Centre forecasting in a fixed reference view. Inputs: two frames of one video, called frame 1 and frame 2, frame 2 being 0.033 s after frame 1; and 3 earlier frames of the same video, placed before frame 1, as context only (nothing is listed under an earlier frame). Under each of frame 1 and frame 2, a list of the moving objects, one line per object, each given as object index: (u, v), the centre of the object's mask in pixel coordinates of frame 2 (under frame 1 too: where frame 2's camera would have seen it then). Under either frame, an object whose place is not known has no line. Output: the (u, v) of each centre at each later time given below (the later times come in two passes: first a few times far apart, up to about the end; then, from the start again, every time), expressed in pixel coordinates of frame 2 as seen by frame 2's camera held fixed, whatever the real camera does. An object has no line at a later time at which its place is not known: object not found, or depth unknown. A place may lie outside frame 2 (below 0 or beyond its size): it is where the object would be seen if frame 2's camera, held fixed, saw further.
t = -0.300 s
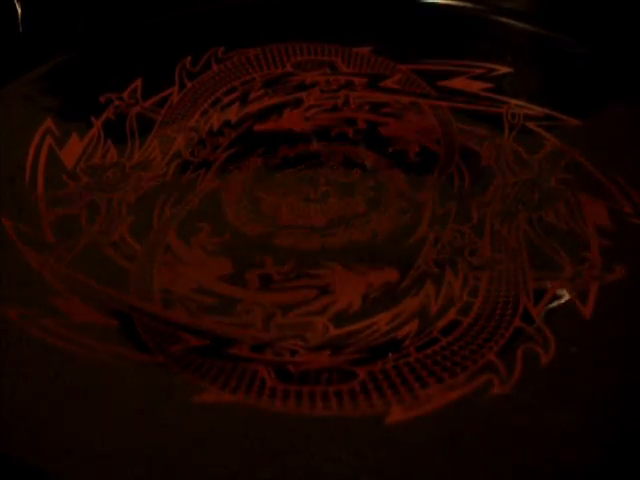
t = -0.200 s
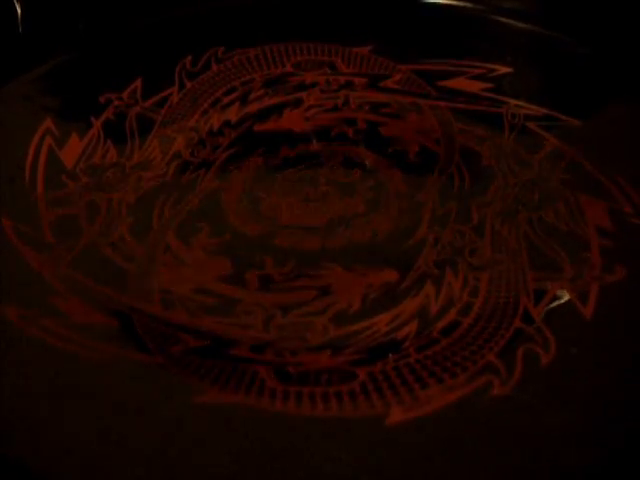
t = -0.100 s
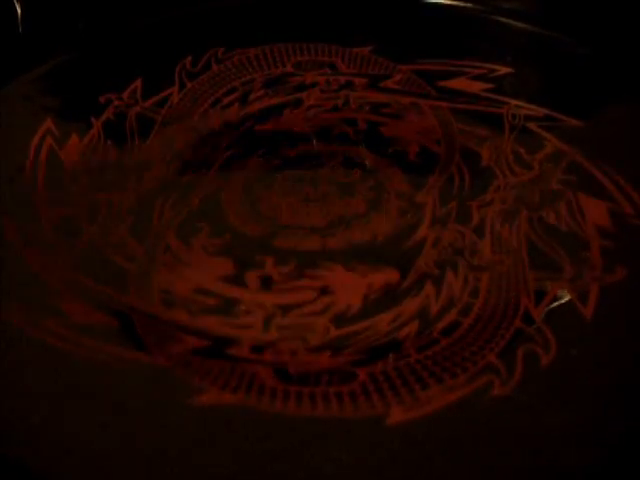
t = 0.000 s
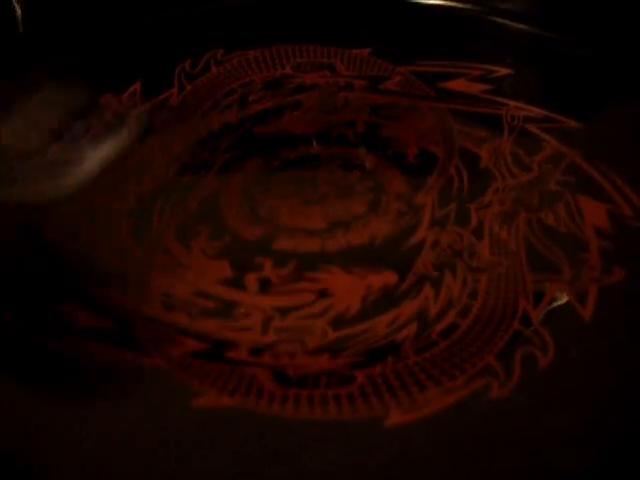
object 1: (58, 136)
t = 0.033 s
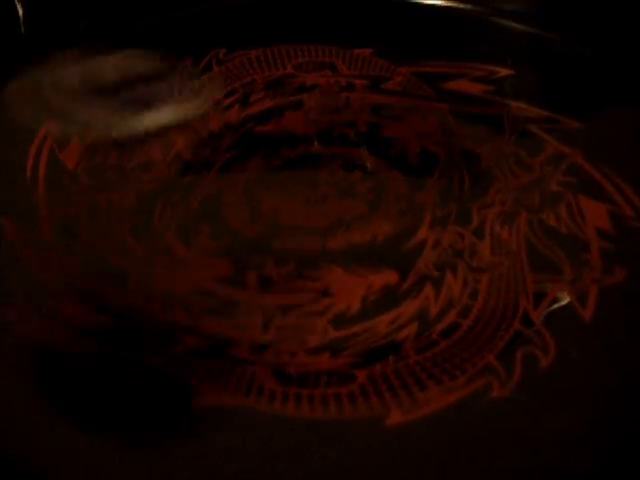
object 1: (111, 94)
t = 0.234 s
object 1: (524, 100)
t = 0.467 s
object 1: (612, 25)
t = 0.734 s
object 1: (404, 58)
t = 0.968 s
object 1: (209, 98)
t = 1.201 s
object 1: (239, 135)
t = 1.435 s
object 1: (598, 166)
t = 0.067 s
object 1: (188, 83)
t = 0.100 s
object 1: (276, 112)
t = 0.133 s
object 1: (355, 133)
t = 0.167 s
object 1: (413, 97)
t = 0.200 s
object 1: (473, 87)
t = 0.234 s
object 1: (524, 100)
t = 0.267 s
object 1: (563, 83)
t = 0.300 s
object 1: (591, 63)
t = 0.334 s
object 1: (604, 48)
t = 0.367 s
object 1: (613, 34)
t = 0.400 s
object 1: (616, 28)
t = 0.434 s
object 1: (615, 25)
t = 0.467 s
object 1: (612, 25)
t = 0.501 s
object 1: (604, 25)
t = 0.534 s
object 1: (594, 27)
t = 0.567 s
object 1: (571, 30)
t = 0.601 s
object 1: (543, 32)
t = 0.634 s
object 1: (513, 36)
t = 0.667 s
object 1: (480, 41)
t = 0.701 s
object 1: (443, 49)
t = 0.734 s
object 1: (404, 58)
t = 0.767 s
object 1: (366, 65)
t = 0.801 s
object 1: (333, 71)
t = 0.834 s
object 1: (301, 76)
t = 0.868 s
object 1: (273, 81)
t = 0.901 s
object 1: (246, 88)
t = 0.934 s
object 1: (225, 92)
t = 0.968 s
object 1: (209, 98)
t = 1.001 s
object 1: (196, 102)
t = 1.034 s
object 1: (188, 108)
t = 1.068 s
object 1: (186, 113)
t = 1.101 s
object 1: (189, 119)
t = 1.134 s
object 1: (199, 125)
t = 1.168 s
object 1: (216, 130)
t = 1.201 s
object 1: (239, 135)
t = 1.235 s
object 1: (272, 142)
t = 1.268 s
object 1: (314, 149)
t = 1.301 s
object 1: (366, 157)
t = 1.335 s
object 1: (428, 170)
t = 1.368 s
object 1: (495, 181)
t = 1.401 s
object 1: (560, 180)
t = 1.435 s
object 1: (598, 166)
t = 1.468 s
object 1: (624, 149)
